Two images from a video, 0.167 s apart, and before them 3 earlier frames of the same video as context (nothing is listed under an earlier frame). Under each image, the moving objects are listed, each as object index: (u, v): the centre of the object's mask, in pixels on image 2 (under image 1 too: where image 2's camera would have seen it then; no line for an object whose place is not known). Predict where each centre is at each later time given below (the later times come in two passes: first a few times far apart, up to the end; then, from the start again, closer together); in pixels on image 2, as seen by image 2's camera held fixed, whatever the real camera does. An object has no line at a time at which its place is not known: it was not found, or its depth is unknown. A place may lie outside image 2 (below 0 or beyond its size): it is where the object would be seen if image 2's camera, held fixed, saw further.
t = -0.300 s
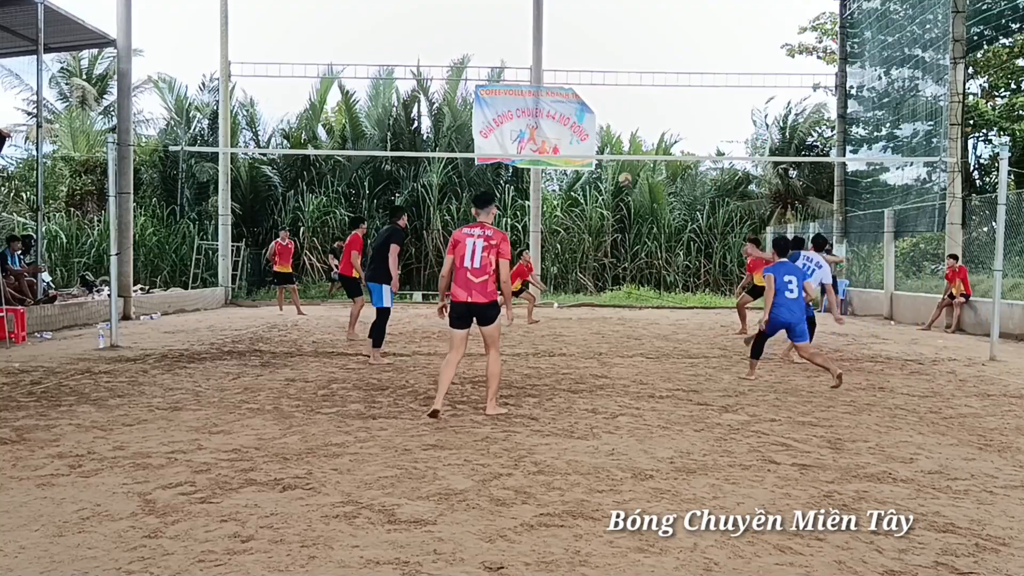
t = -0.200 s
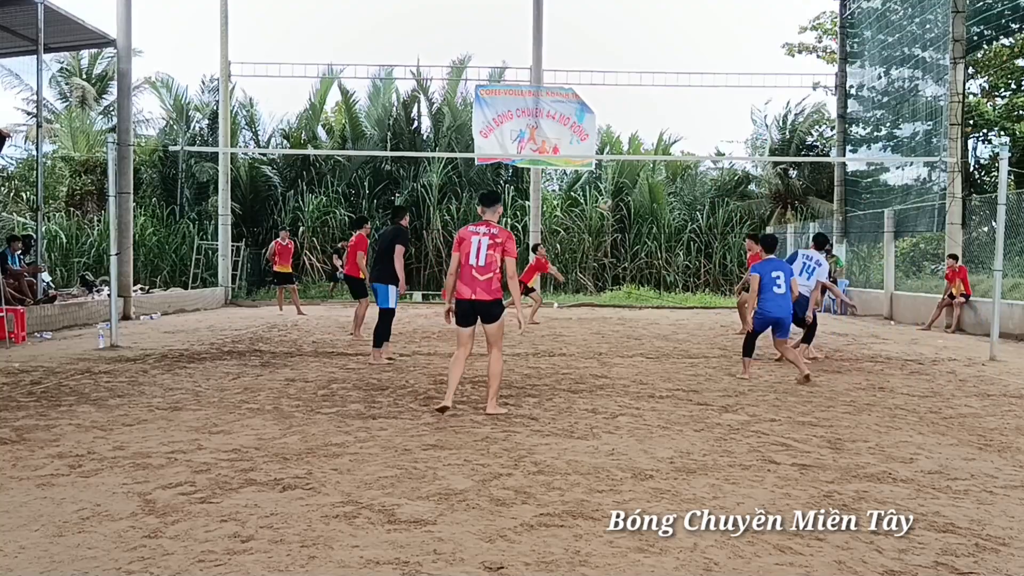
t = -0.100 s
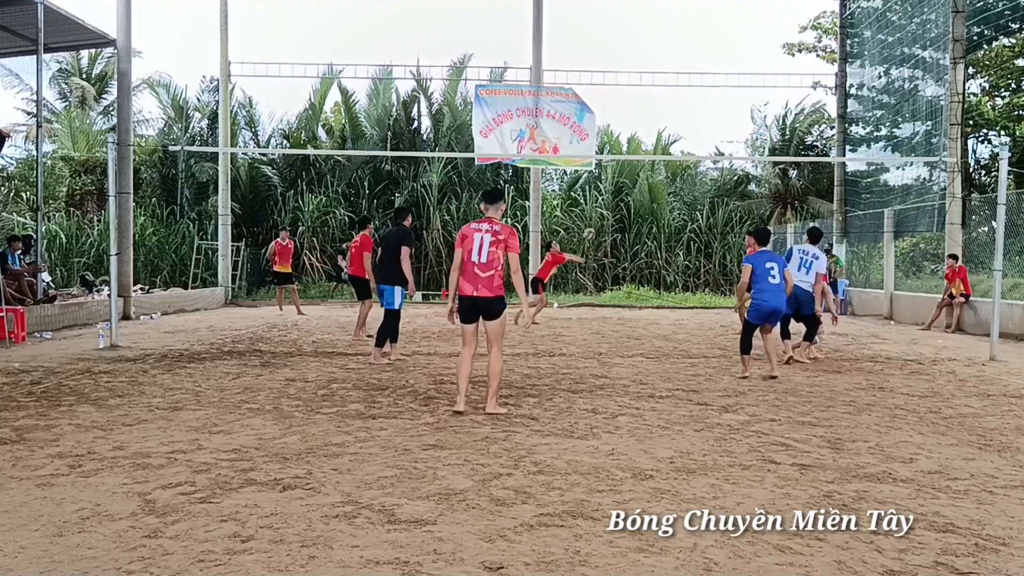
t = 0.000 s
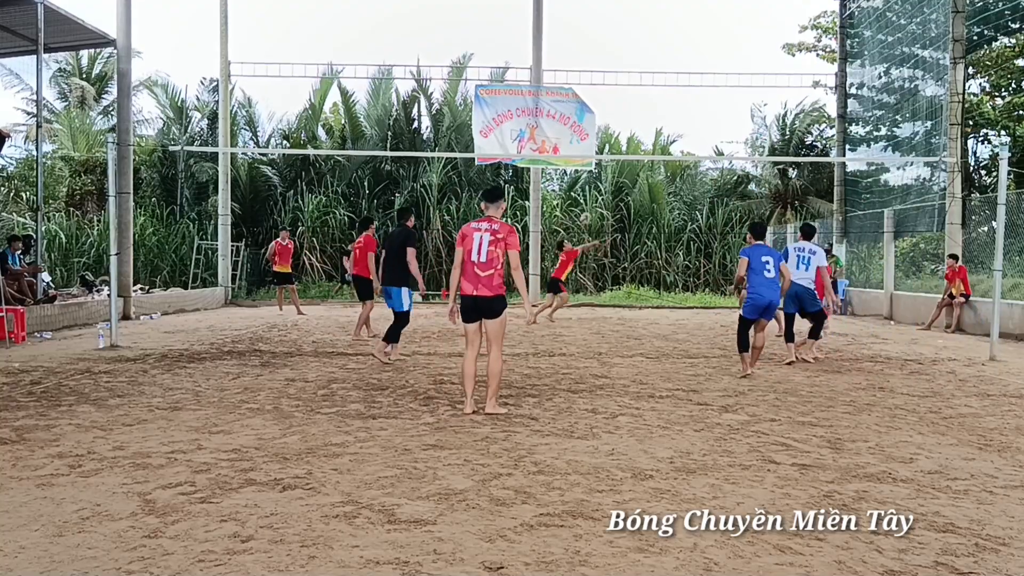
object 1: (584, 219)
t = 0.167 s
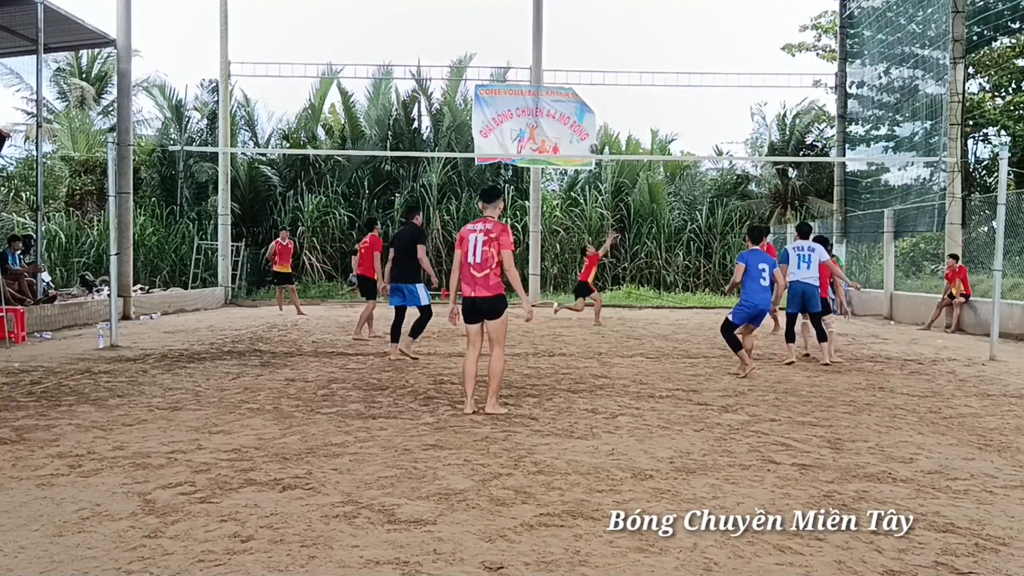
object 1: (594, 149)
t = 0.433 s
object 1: (604, 65)
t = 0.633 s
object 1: (610, 27)
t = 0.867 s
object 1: (618, 11)
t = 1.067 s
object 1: (624, 22)
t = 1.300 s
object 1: (631, 65)
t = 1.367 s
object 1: (633, 83)
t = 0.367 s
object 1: (601, 83)
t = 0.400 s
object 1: (602, 74)
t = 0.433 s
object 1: (604, 65)
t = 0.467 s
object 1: (605, 58)
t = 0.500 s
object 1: (606, 51)
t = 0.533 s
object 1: (608, 44)
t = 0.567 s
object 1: (609, 38)
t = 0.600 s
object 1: (610, 32)
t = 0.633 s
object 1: (610, 27)
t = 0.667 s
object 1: (611, 23)
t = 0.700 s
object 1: (612, 20)
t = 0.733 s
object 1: (614, 17)
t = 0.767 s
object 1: (615, 14)
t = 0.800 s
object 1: (616, 13)
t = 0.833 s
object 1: (617, 11)
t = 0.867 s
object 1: (618, 11)
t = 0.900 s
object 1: (619, 11)
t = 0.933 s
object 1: (620, 12)
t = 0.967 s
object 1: (621, 14)
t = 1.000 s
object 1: (622, 16)
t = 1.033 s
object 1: (623, 18)
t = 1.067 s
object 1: (624, 22)
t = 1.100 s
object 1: (625, 26)
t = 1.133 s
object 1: (626, 31)
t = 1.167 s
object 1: (627, 37)
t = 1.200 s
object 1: (628, 42)
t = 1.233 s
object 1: (629, 49)
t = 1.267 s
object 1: (629, 56)
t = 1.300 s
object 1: (631, 65)
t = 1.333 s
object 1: (632, 74)
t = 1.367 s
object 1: (633, 83)
